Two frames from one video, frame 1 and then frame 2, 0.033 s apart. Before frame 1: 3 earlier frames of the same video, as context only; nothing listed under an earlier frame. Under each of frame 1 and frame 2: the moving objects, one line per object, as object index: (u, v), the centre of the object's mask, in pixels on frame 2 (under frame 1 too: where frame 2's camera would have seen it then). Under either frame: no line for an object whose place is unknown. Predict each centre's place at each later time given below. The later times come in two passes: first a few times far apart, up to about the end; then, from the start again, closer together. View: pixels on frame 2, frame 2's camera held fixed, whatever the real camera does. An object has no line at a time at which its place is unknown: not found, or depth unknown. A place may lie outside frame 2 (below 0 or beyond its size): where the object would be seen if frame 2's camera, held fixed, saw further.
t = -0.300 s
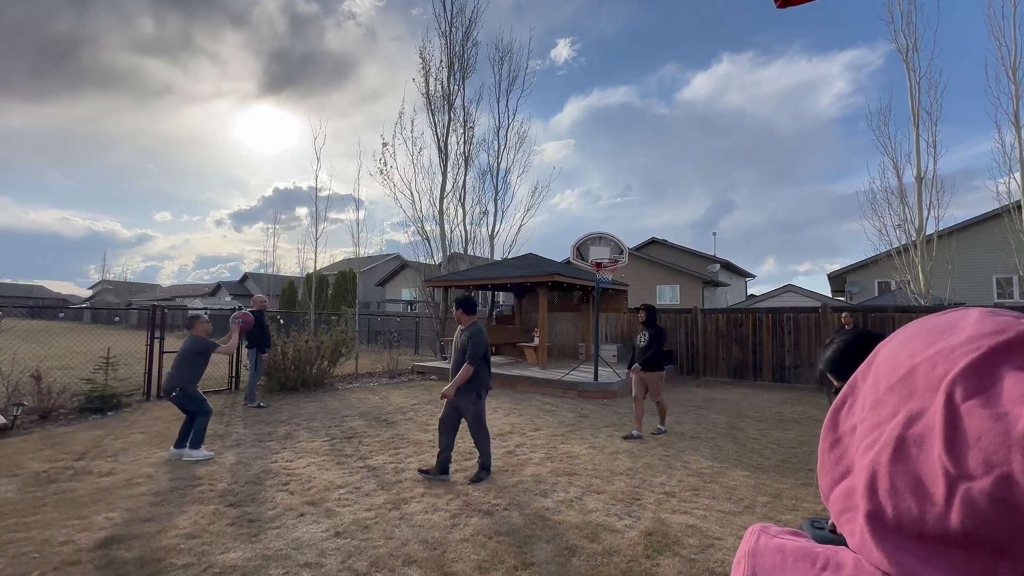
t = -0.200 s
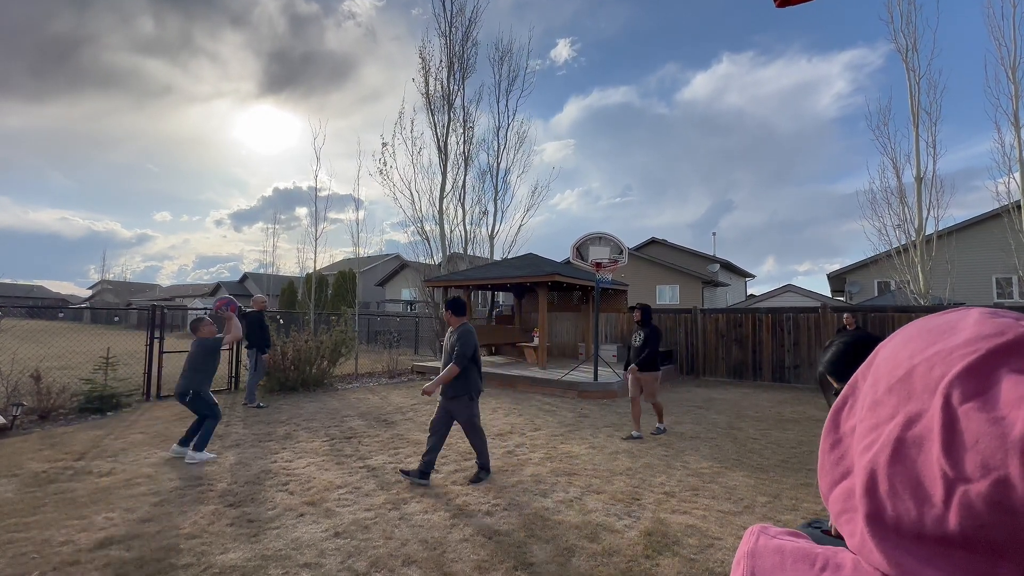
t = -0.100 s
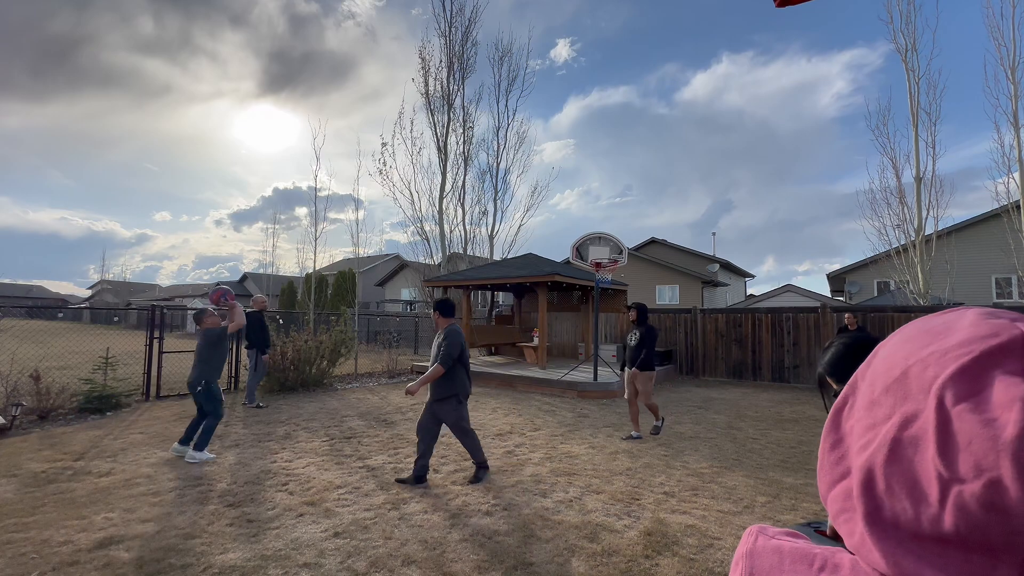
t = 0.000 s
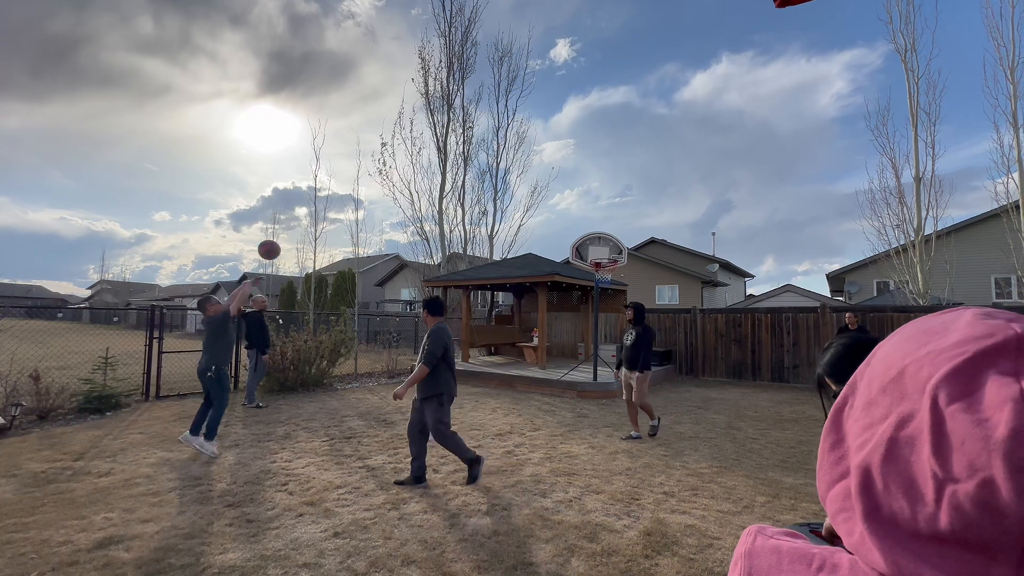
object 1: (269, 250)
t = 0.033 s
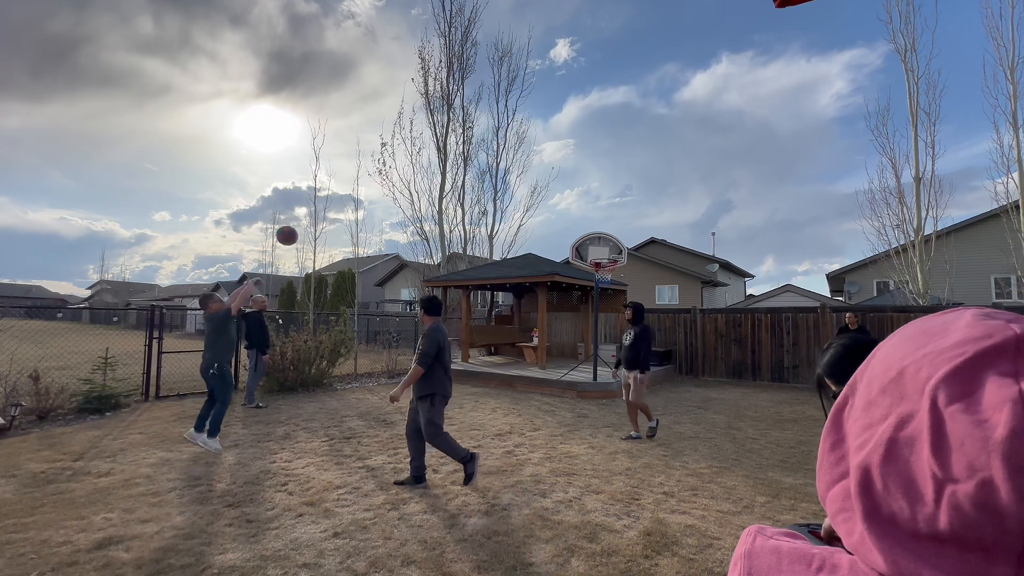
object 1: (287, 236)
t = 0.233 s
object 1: (380, 179)
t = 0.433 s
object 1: (454, 160)
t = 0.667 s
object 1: (523, 174)
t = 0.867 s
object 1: (573, 209)
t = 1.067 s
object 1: (612, 256)
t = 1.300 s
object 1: (610, 255)
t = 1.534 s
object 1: (599, 261)
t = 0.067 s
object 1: (304, 223)
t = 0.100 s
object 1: (321, 212)
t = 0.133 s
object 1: (337, 201)
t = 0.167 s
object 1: (352, 193)
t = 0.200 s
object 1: (366, 185)
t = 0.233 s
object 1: (380, 179)
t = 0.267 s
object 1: (394, 173)
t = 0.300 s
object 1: (406, 169)
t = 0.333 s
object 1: (419, 166)
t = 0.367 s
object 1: (431, 163)
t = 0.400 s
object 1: (442, 161)
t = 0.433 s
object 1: (454, 160)
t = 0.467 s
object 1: (465, 160)
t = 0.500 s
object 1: (475, 161)
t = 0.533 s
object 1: (486, 162)
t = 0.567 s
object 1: (495, 165)
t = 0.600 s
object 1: (505, 167)
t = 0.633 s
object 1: (514, 170)
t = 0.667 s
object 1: (523, 174)
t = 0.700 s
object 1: (532, 179)
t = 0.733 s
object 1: (541, 184)
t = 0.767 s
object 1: (549, 189)
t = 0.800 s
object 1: (557, 195)
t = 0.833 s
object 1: (565, 202)
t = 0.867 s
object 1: (573, 209)
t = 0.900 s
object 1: (581, 217)
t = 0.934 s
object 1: (588, 225)
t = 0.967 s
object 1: (596, 233)
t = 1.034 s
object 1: (609, 252)
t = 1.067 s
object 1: (612, 256)
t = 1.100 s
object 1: (611, 255)
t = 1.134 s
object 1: (610, 255)
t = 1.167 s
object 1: (609, 255)
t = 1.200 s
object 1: (609, 254)
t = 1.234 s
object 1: (609, 254)
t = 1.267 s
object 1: (609, 254)
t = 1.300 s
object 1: (610, 255)
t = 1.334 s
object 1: (608, 255)
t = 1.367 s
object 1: (606, 255)
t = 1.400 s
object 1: (603, 255)
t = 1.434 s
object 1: (601, 256)
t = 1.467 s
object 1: (599, 257)
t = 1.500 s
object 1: (598, 260)
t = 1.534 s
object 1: (599, 261)
